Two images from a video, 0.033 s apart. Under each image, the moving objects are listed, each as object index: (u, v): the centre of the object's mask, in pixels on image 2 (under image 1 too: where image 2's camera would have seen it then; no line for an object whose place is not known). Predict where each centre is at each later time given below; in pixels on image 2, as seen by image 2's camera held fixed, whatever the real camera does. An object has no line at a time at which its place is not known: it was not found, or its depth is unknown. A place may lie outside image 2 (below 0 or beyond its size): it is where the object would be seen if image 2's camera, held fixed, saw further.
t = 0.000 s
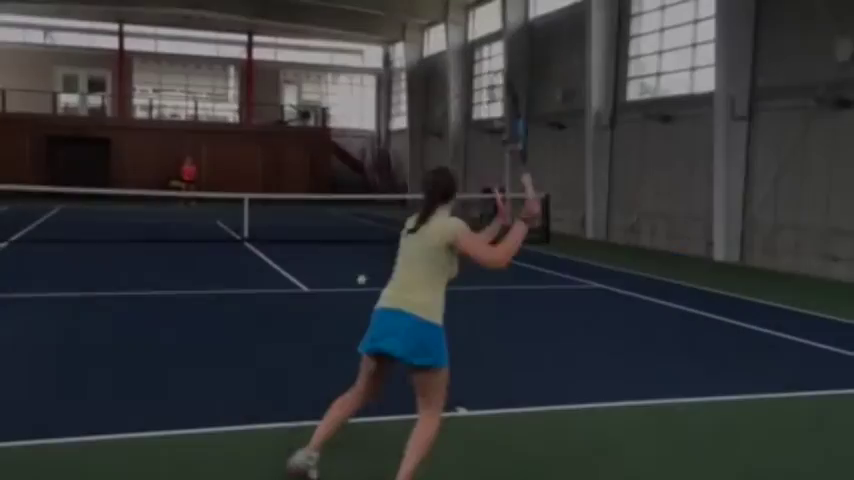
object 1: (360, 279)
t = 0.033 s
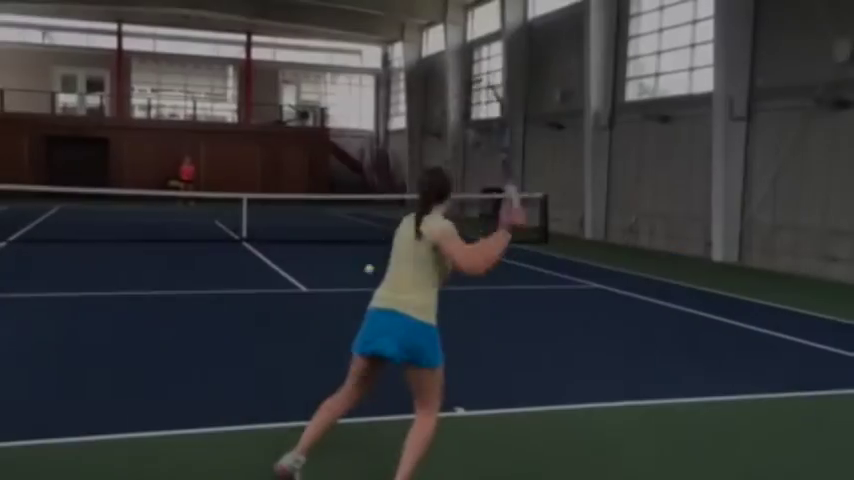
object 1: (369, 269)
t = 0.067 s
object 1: (379, 259)
